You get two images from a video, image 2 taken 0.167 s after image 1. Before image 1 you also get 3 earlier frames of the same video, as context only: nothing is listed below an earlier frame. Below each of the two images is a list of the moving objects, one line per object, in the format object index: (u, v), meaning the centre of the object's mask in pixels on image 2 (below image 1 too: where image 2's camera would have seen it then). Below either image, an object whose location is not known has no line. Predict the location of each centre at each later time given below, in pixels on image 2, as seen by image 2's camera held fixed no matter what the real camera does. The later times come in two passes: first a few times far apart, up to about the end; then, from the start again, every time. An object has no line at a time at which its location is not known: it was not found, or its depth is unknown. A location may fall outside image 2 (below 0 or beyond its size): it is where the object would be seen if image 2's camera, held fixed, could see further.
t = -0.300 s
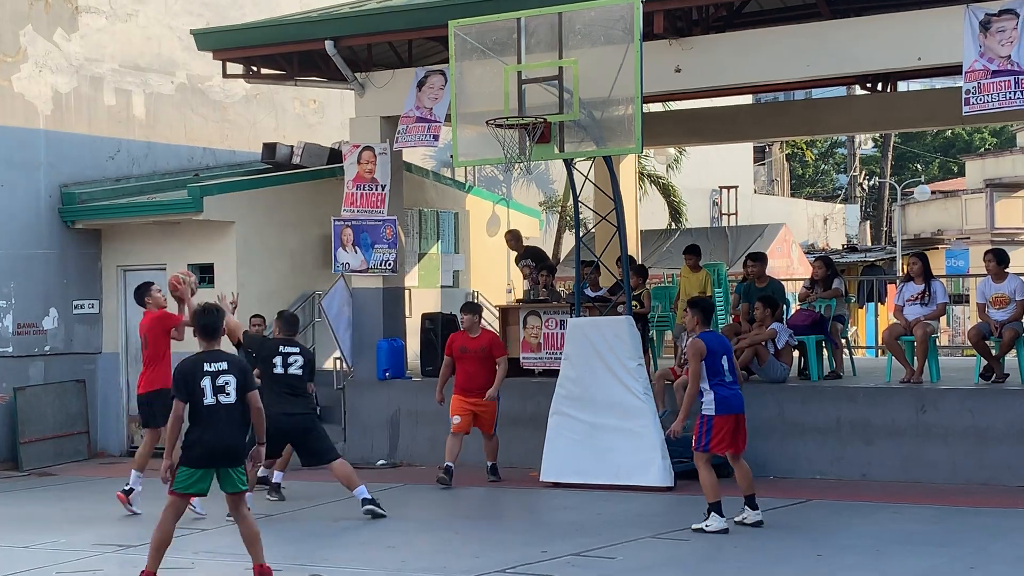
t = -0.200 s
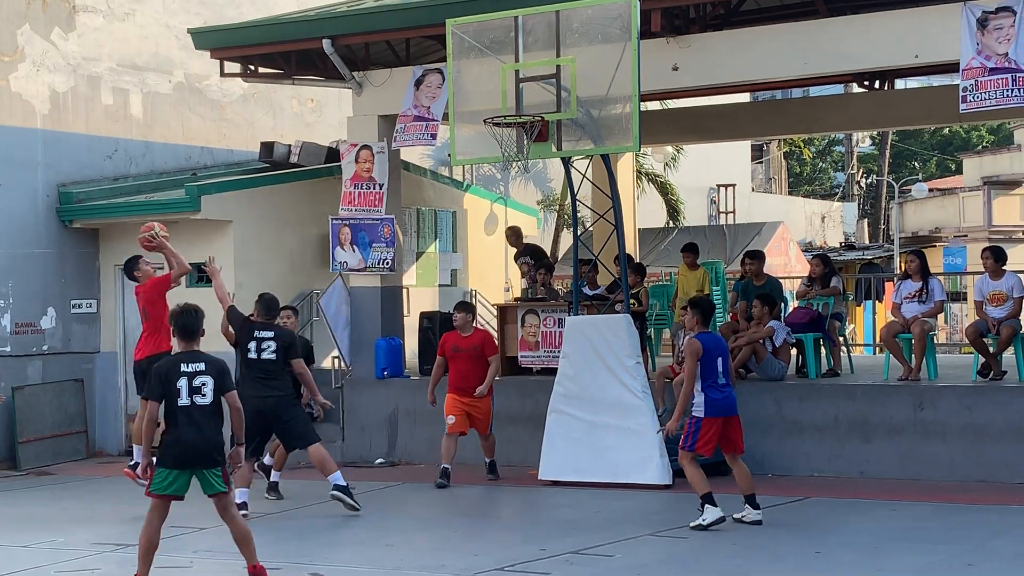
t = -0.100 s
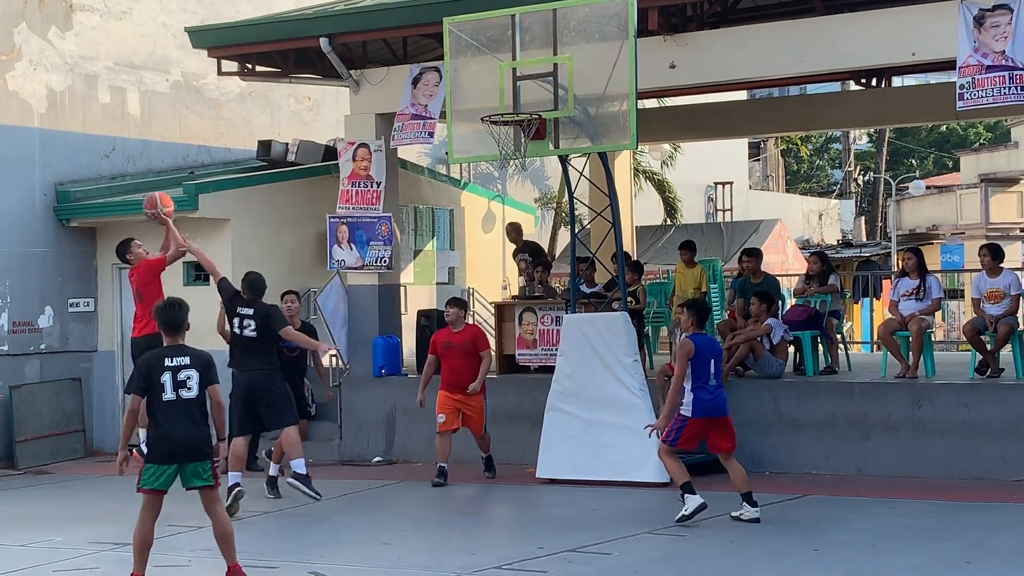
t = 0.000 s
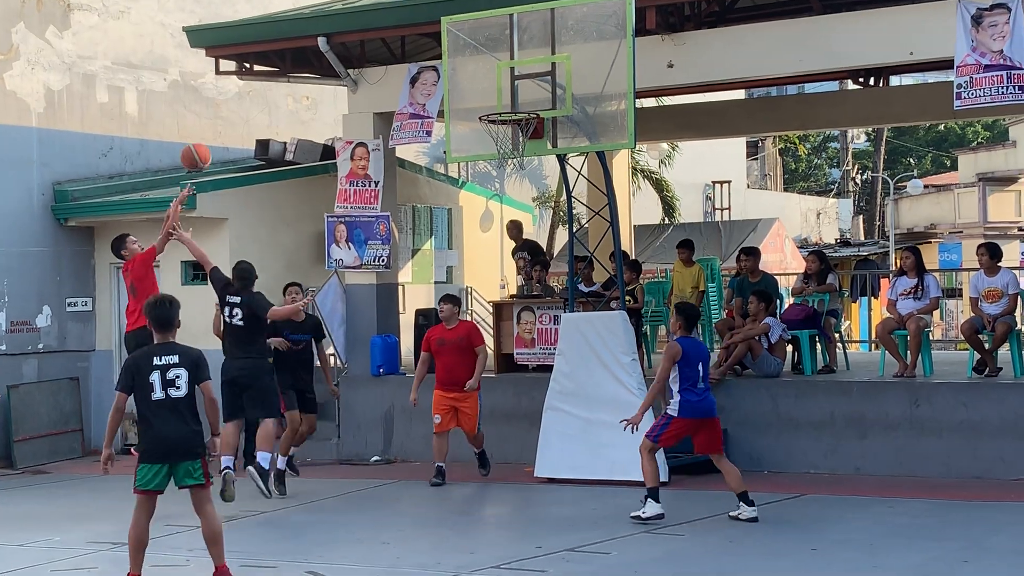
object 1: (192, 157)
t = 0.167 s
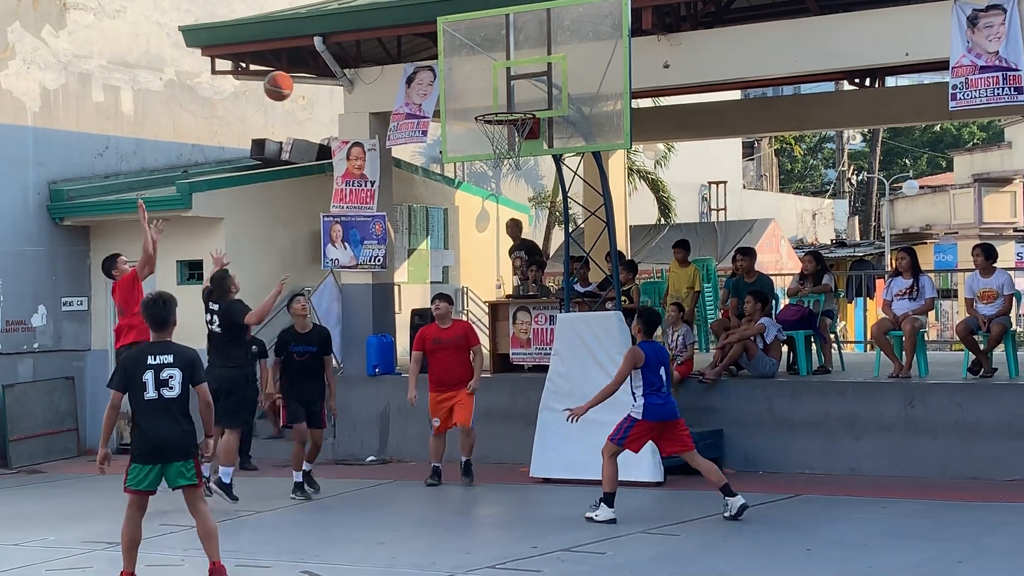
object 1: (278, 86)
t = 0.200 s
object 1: (295, 76)
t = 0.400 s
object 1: (398, 44)
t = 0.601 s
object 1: (491, 59)
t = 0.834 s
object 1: (503, 111)
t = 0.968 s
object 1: (510, 110)
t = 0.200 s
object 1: (295, 76)
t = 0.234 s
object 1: (312, 67)
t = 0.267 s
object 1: (330, 60)
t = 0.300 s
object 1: (347, 53)
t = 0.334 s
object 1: (364, 49)
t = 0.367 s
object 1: (381, 46)
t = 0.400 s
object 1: (398, 44)
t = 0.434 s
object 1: (415, 44)
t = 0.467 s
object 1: (432, 45)
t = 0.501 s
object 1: (449, 48)
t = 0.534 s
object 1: (466, 50)
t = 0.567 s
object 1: (484, 55)
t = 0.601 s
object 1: (491, 59)
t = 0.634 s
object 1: (493, 64)
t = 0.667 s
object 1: (497, 71)
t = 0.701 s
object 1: (500, 78)
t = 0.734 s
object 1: (504, 88)
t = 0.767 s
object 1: (508, 98)
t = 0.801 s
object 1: (510, 105)
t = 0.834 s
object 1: (503, 111)
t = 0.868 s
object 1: (496, 113)
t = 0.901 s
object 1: (493, 115)
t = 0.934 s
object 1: (502, 112)
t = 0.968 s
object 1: (510, 110)
